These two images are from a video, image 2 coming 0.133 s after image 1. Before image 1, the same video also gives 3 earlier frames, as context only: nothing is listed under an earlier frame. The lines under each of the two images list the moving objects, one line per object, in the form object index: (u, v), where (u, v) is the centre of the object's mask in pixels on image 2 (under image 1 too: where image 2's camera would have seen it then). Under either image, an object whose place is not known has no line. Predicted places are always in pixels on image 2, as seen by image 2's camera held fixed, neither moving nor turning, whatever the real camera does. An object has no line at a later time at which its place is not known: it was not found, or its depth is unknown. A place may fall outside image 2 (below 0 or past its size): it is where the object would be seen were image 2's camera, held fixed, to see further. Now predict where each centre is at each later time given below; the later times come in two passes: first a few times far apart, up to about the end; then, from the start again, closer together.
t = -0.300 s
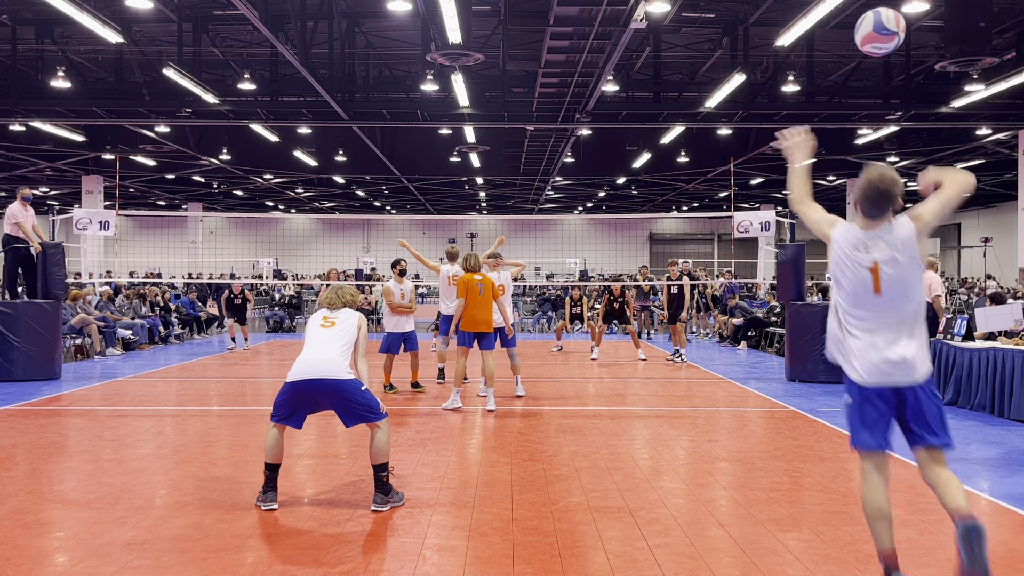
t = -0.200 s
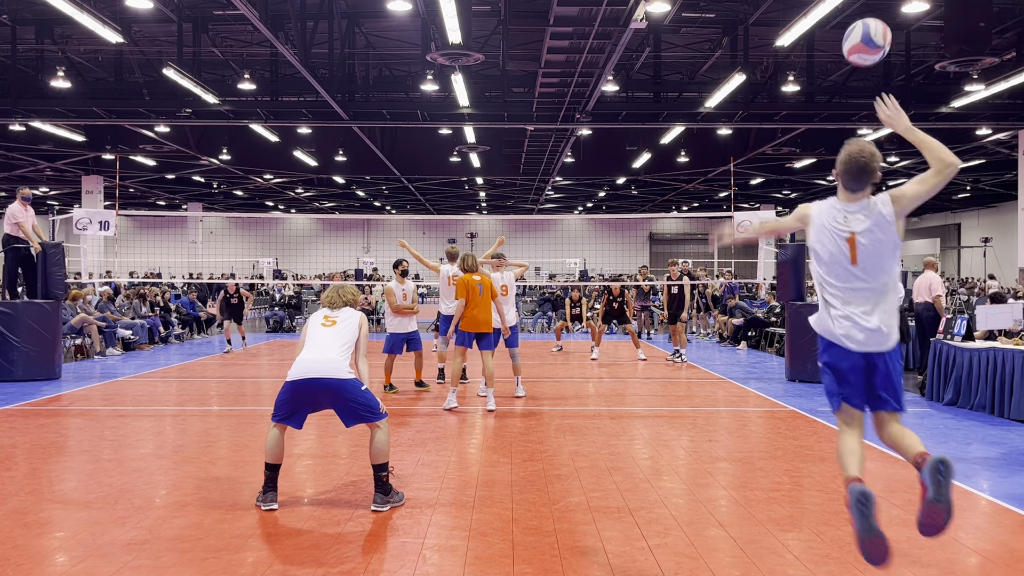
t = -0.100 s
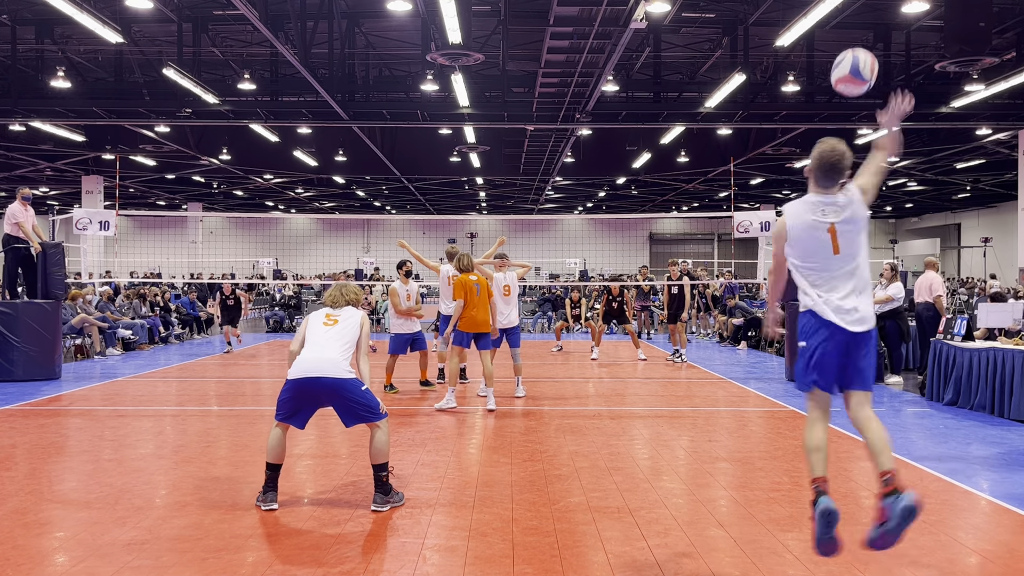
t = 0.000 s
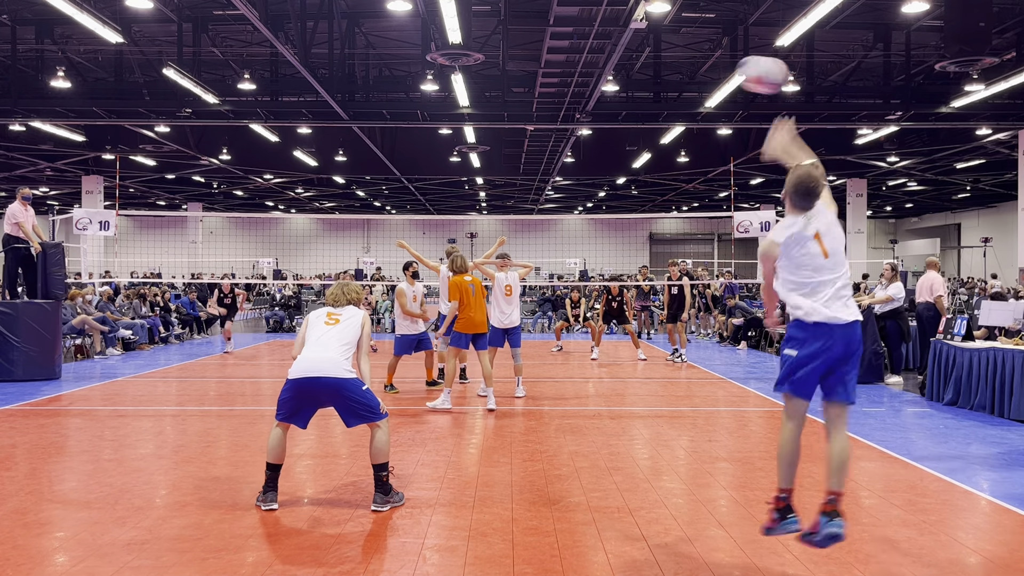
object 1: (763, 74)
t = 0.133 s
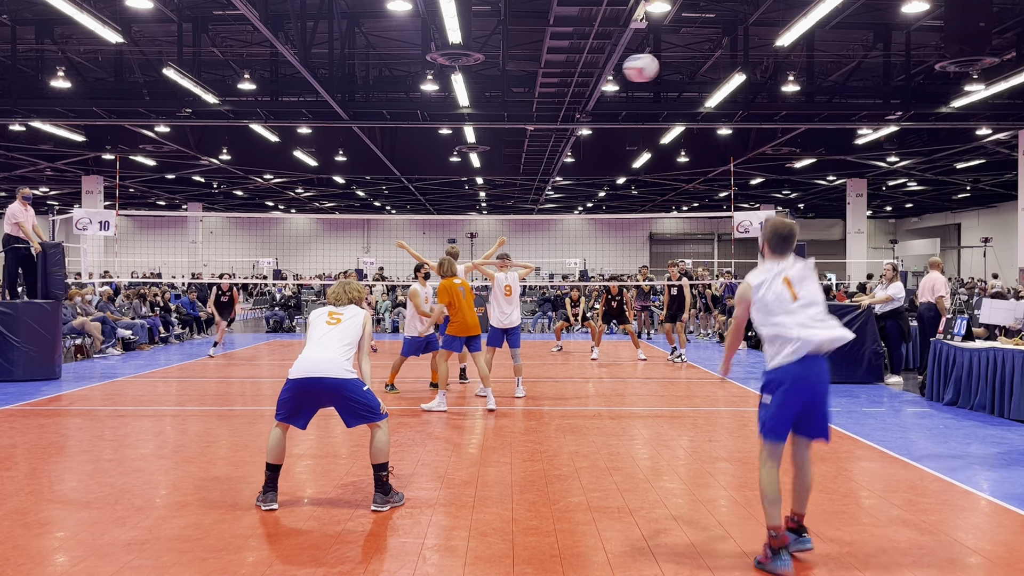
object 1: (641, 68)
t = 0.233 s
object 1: (584, 77)
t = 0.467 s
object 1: (503, 122)
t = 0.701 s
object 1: (455, 183)
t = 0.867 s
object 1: (429, 230)
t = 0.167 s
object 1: (620, 70)
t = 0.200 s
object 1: (601, 72)
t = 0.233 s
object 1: (584, 77)
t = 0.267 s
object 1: (569, 81)
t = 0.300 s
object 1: (555, 87)
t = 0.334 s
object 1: (543, 93)
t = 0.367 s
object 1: (532, 100)
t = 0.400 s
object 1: (521, 107)
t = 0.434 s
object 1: (512, 115)
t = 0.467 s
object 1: (503, 122)
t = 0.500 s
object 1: (495, 131)
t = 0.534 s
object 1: (487, 139)
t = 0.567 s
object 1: (480, 147)
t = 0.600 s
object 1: (473, 156)
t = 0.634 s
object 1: (466, 166)
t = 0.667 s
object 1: (461, 174)
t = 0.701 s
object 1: (455, 183)
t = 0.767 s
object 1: (444, 202)
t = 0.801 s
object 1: (438, 210)
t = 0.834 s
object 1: (433, 221)
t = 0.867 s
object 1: (429, 230)
